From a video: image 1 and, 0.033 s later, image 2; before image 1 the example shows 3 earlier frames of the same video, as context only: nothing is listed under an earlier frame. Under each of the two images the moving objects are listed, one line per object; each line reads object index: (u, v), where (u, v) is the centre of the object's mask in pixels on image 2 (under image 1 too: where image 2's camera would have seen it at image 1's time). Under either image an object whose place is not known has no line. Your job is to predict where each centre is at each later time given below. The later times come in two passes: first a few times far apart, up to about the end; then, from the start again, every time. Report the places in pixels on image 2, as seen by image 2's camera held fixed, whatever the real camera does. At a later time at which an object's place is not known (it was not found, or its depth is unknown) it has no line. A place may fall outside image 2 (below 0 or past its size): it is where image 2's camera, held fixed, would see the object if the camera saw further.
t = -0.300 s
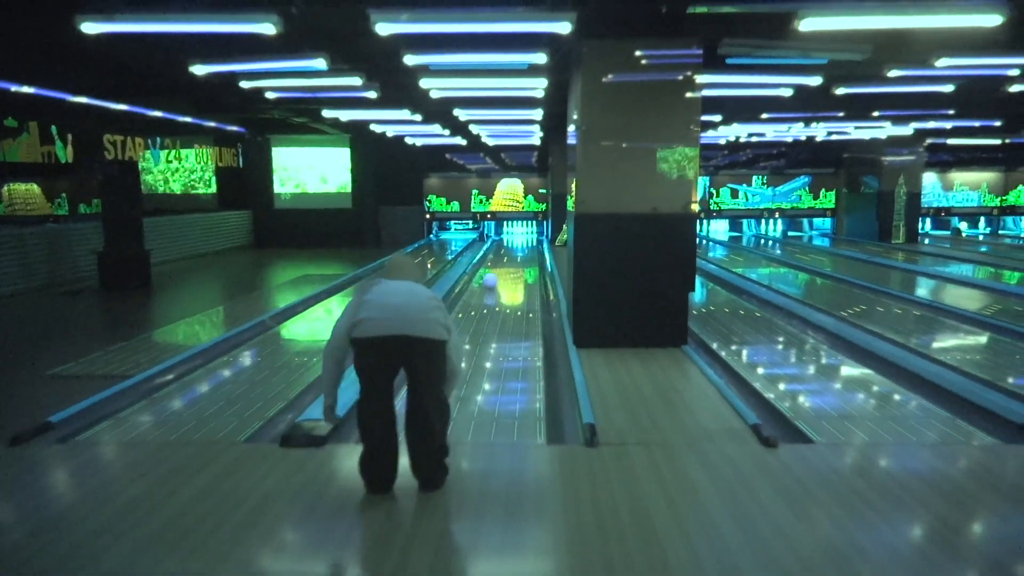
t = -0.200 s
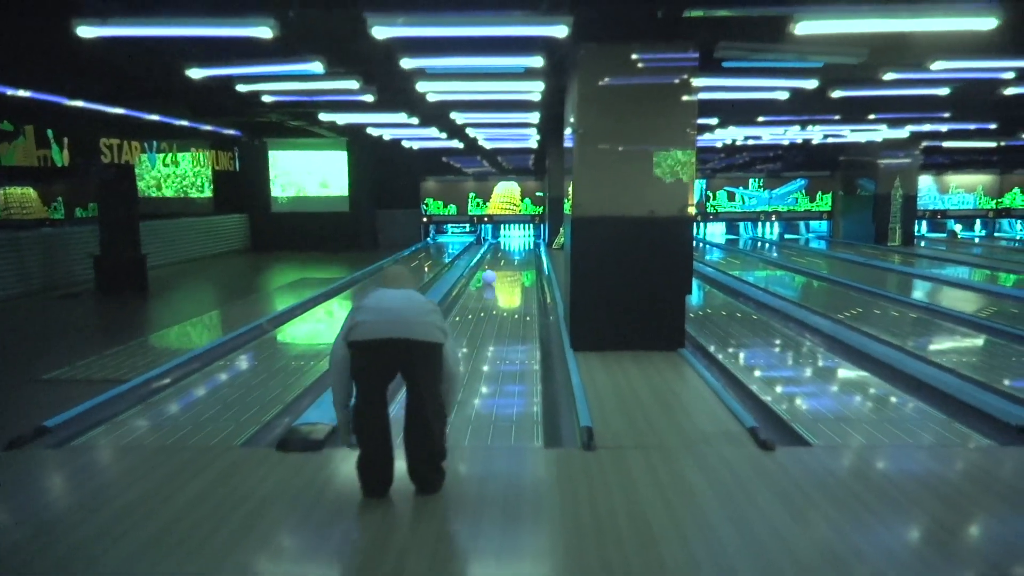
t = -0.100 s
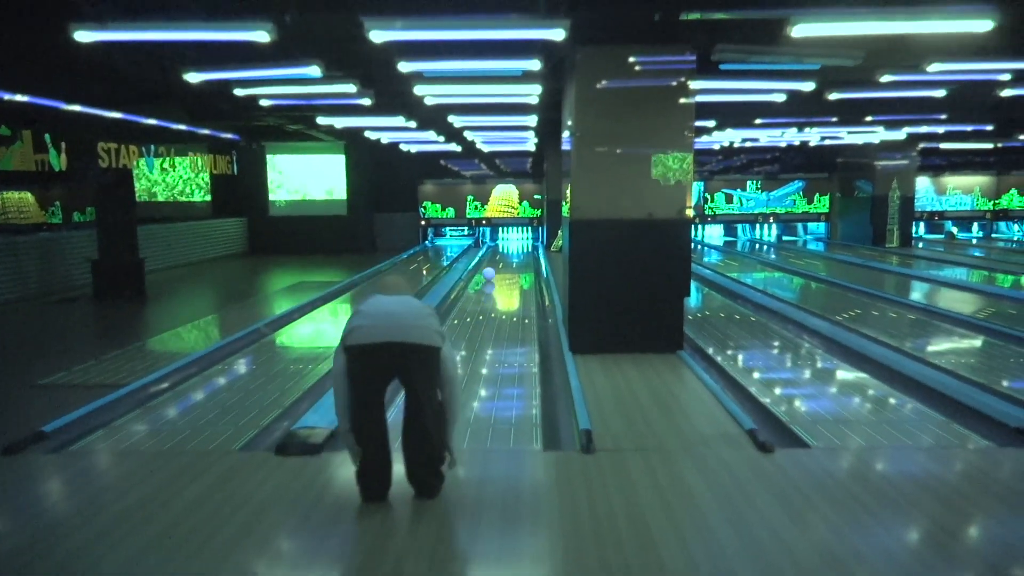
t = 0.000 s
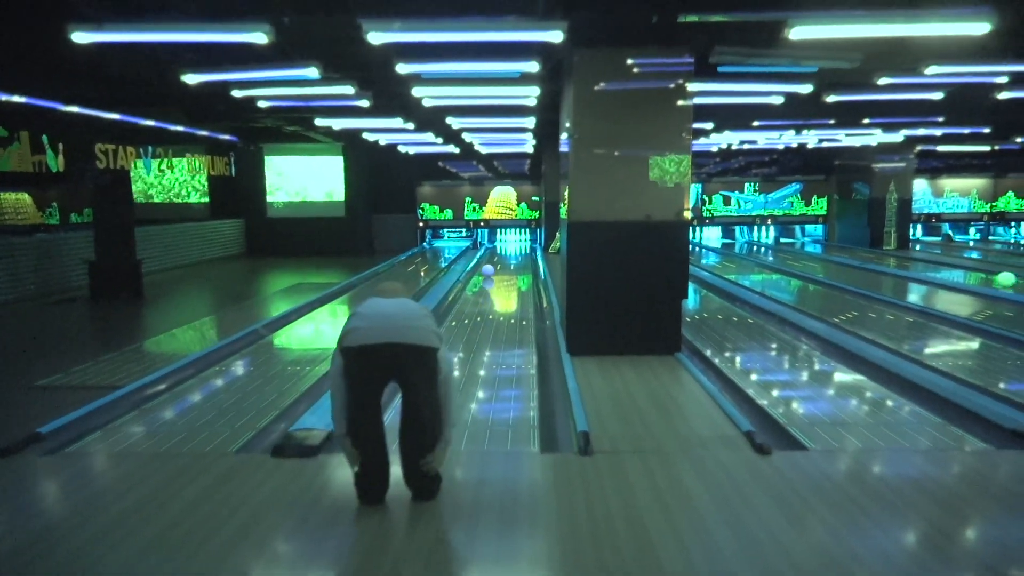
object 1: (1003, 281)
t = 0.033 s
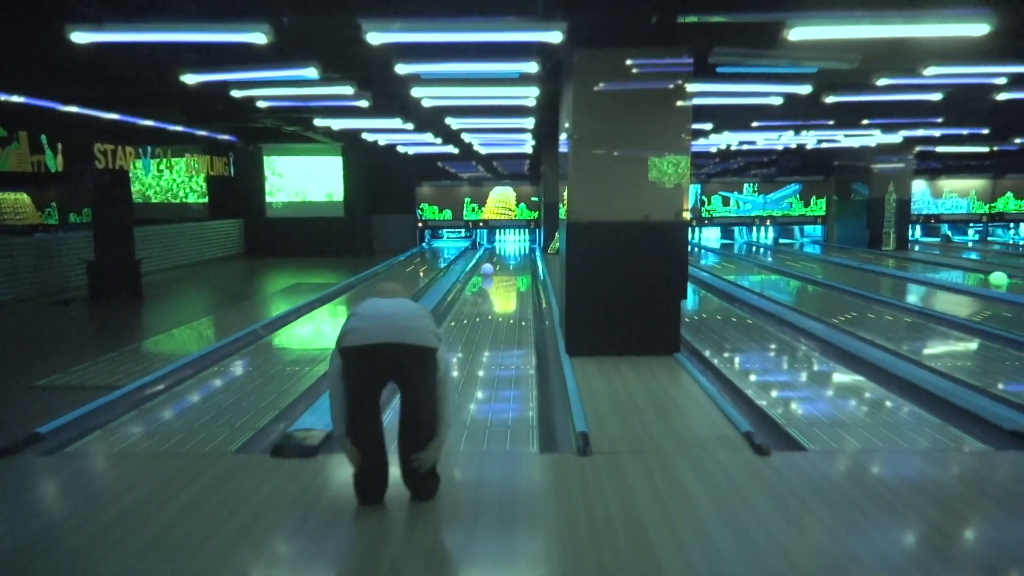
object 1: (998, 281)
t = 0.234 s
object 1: (962, 273)
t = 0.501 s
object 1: (923, 265)
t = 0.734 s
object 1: (895, 260)
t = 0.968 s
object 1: (872, 256)
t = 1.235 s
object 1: (849, 252)
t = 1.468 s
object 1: (832, 249)
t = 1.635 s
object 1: (822, 247)
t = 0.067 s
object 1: (992, 279)
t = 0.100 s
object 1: (985, 277)
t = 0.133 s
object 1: (979, 275)
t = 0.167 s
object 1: (973, 275)
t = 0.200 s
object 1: (968, 274)
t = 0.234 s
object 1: (962, 273)
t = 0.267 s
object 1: (957, 271)
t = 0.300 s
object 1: (952, 271)
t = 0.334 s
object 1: (947, 270)
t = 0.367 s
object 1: (941, 269)
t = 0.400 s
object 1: (937, 268)
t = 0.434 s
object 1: (932, 267)
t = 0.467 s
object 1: (928, 266)
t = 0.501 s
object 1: (923, 265)
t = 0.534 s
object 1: (919, 264)
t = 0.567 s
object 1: (915, 264)
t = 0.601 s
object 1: (911, 263)
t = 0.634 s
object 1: (907, 263)
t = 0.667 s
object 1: (903, 262)
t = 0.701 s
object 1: (899, 261)
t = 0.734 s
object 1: (895, 260)
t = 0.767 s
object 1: (892, 260)
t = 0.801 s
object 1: (888, 259)
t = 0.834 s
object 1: (885, 259)
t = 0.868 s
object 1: (881, 258)
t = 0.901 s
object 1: (878, 257)
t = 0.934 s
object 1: (875, 257)
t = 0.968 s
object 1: (872, 256)
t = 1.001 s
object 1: (869, 256)
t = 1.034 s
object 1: (866, 255)
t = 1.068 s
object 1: (863, 254)
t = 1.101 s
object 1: (860, 254)
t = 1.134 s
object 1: (857, 253)
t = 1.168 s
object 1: (854, 253)
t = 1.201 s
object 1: (852, 252)
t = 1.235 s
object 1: (849, 252)
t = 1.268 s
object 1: (846, 251)
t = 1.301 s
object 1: (844, 251)
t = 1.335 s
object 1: (841, 251)
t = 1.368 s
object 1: (839, 250)
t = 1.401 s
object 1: (837, 250)
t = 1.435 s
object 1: (834, 249)
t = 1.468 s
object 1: (832, 249)
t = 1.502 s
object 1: (830, 249)
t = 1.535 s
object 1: (828, 248)
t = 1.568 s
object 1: (826, 248)
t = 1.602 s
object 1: (824, 247)
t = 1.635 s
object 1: (822, 247)
